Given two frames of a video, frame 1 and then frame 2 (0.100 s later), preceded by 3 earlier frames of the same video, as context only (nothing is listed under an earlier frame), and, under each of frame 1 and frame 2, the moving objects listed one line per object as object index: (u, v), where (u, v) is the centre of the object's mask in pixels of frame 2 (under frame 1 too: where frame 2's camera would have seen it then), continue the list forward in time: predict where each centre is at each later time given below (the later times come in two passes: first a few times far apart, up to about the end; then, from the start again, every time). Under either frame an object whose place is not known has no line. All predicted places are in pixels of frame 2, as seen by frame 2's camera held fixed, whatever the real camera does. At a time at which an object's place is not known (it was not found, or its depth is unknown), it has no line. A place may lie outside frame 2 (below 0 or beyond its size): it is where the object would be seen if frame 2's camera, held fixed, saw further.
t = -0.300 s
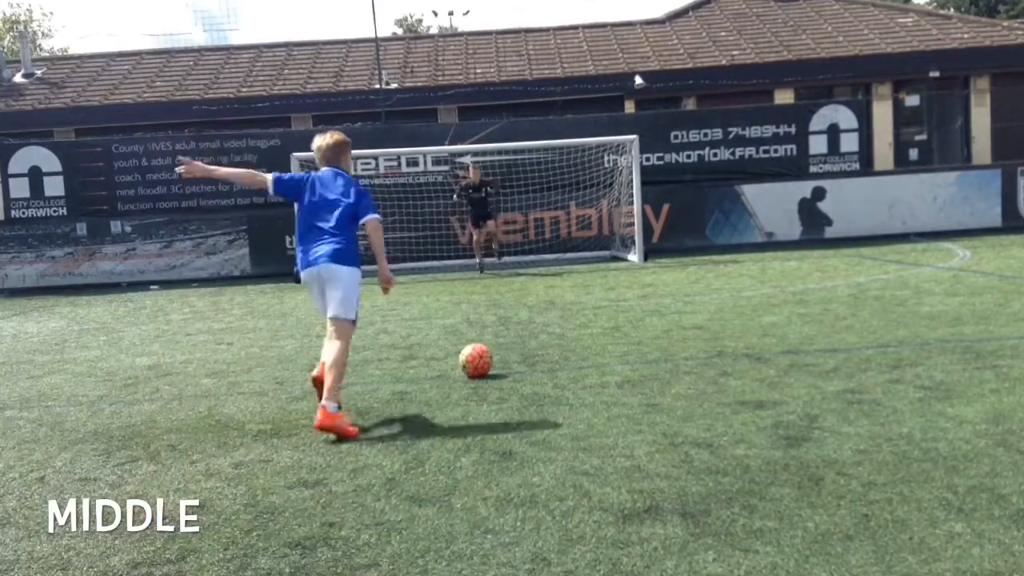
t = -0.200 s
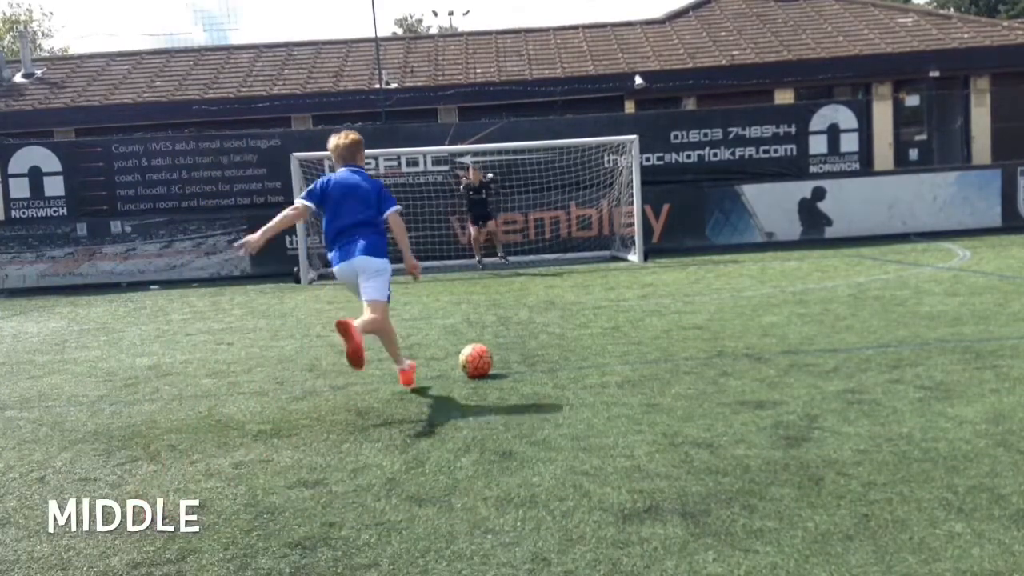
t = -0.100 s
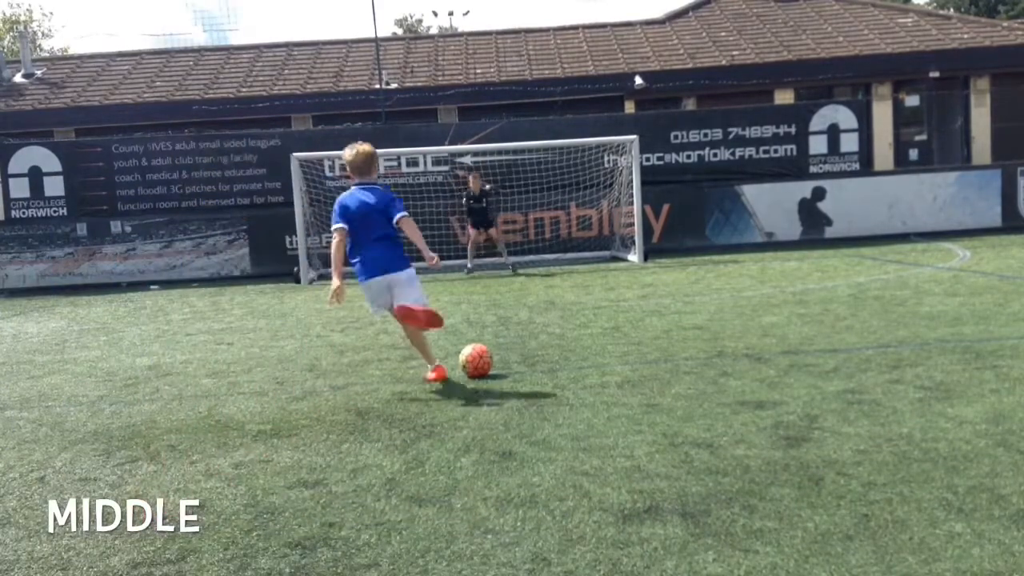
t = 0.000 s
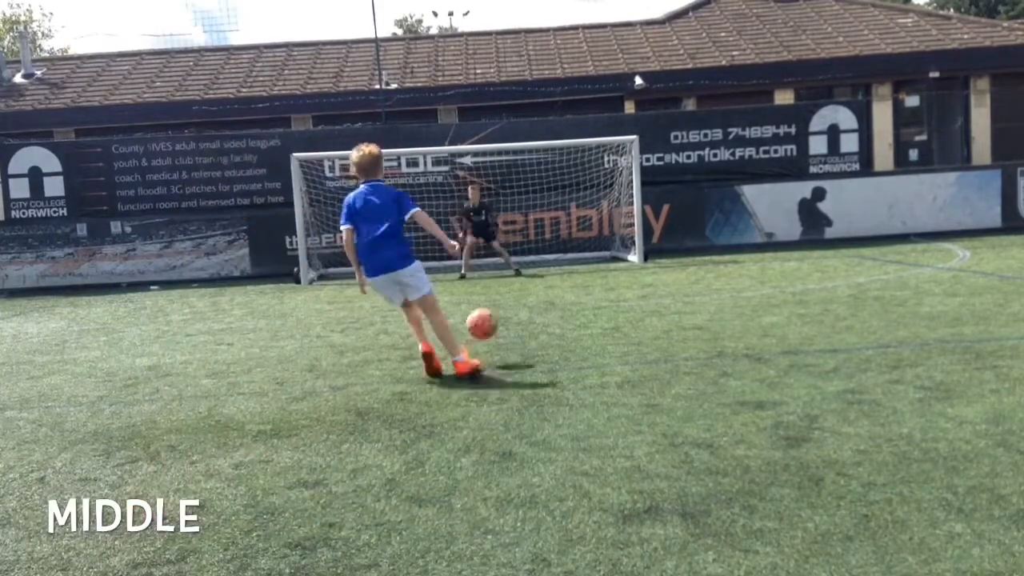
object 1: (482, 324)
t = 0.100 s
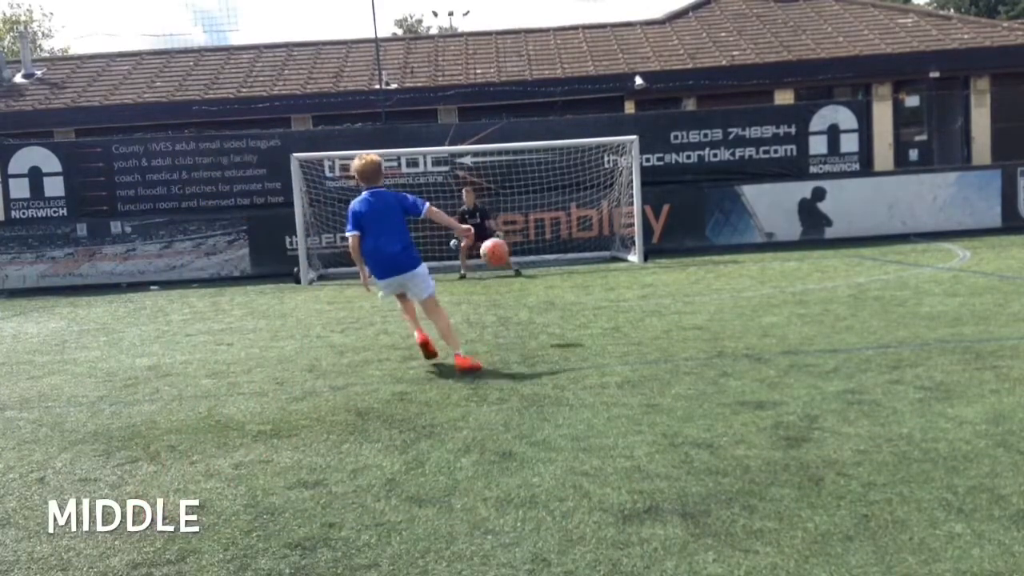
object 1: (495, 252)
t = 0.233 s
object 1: (506, 192)
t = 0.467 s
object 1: (520, 149)
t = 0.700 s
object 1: (530, 155)
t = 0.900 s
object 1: (537, 184)
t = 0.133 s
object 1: (497, 234)
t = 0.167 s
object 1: (500, 218)
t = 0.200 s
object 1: (503, 203)
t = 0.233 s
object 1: (506, 192)
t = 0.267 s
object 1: (508, 181)
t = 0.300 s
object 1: (510, 173)
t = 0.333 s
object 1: (513, 167)
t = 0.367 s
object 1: (514, 161)
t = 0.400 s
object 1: (515, 156)
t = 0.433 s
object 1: (517, 153)
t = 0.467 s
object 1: (520, 149)
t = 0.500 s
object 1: (522, 149)
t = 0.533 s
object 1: (523, 148)
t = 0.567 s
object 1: (524, 148)
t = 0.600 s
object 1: (525, 149)
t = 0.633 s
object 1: (527, 150)
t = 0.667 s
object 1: (528, 153)
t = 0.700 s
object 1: (530, 155)
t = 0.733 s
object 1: (531, 158)
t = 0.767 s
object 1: (531, 162)
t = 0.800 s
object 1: (533, 167)
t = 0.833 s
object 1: (535, 172)
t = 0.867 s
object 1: (536, 177)
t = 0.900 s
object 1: (537, 184)
